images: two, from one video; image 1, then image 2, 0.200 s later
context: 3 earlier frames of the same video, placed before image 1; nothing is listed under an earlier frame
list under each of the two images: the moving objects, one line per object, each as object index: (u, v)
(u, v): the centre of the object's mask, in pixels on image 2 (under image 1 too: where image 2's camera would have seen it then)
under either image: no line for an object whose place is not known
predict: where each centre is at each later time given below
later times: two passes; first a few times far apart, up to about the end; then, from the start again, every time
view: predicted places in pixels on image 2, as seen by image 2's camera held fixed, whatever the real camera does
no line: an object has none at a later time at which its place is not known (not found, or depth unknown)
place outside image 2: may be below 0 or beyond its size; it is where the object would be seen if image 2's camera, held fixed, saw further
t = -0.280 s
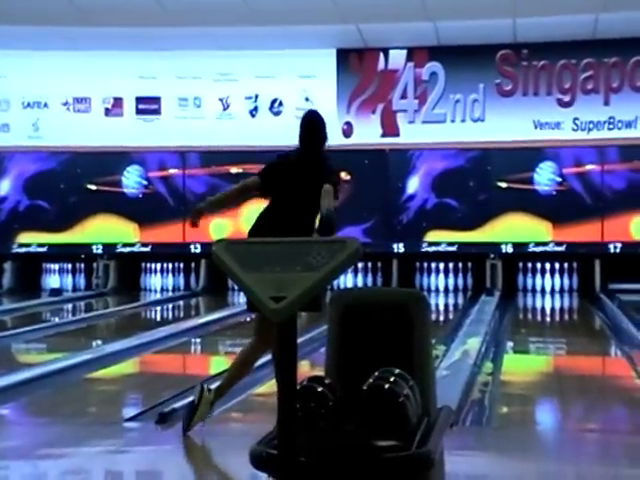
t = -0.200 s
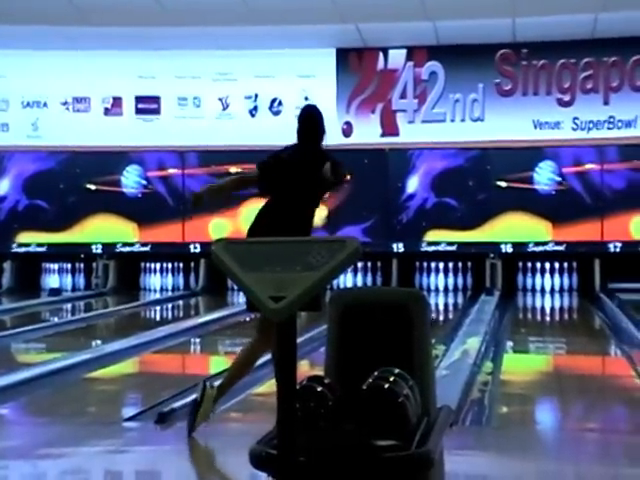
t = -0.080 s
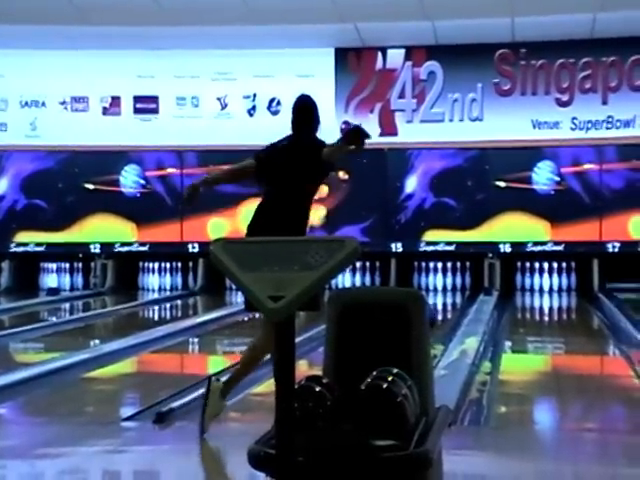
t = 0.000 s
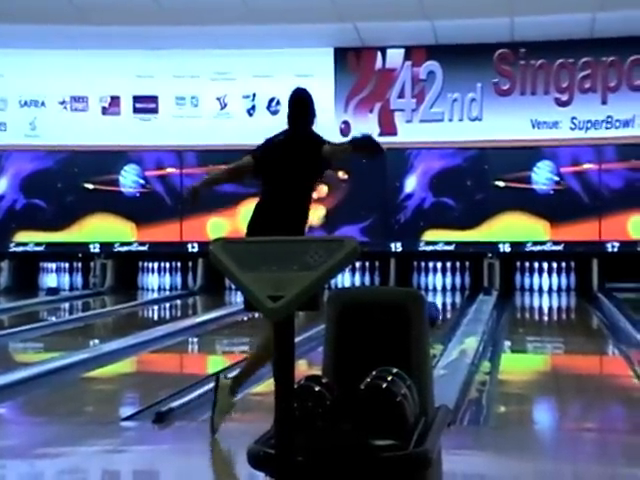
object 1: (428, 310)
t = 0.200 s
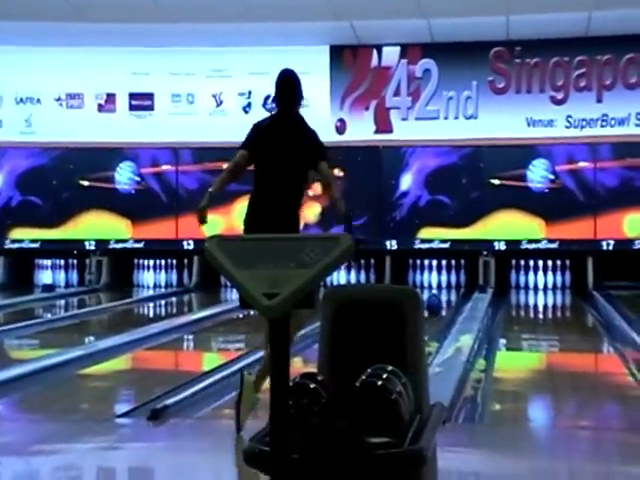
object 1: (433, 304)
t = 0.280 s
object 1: (435, 302)
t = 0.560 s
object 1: (444, 296)
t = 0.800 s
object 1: (447, 289)
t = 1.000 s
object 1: (447, 286)
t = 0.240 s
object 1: (434, 303)
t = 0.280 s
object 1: (435, 302)
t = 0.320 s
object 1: (437, 301)
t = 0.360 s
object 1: (439, 300)
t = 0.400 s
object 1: (441, 299)
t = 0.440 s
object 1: (442, 298)
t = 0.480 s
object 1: (442, 297)
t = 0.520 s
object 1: (443, 296)
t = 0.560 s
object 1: (444, 296)
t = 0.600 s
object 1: (444, 296)
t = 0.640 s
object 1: (445, 294)
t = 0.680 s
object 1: (445, 293)
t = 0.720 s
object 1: (446, 291)
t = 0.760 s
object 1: (446, 290)
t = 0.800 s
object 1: (447, 289)
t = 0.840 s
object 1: (447, 288)
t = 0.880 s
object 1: (447, 288)
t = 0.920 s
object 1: (447, 287)
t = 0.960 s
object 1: (447, 286)
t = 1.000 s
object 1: (447, 286)
